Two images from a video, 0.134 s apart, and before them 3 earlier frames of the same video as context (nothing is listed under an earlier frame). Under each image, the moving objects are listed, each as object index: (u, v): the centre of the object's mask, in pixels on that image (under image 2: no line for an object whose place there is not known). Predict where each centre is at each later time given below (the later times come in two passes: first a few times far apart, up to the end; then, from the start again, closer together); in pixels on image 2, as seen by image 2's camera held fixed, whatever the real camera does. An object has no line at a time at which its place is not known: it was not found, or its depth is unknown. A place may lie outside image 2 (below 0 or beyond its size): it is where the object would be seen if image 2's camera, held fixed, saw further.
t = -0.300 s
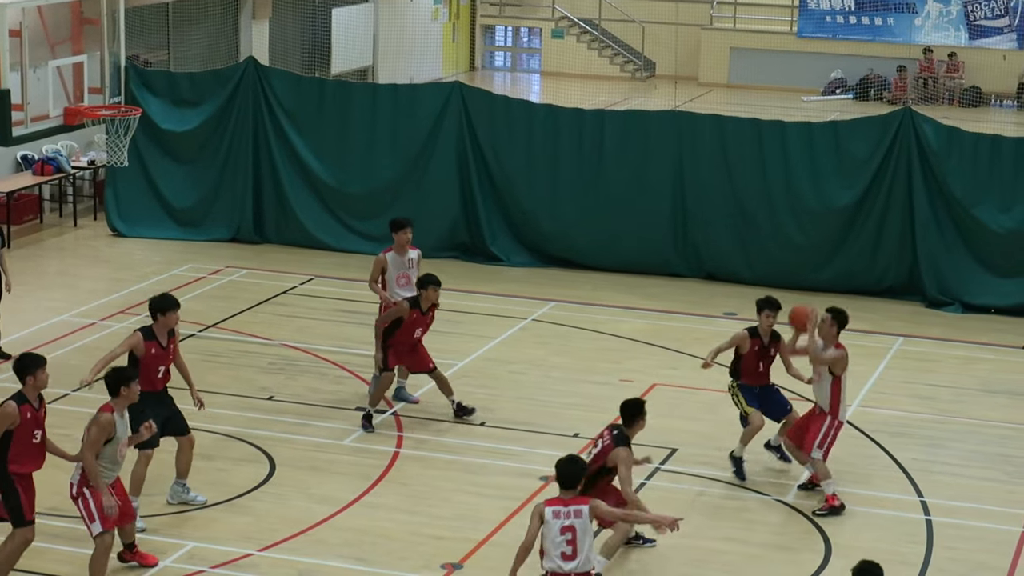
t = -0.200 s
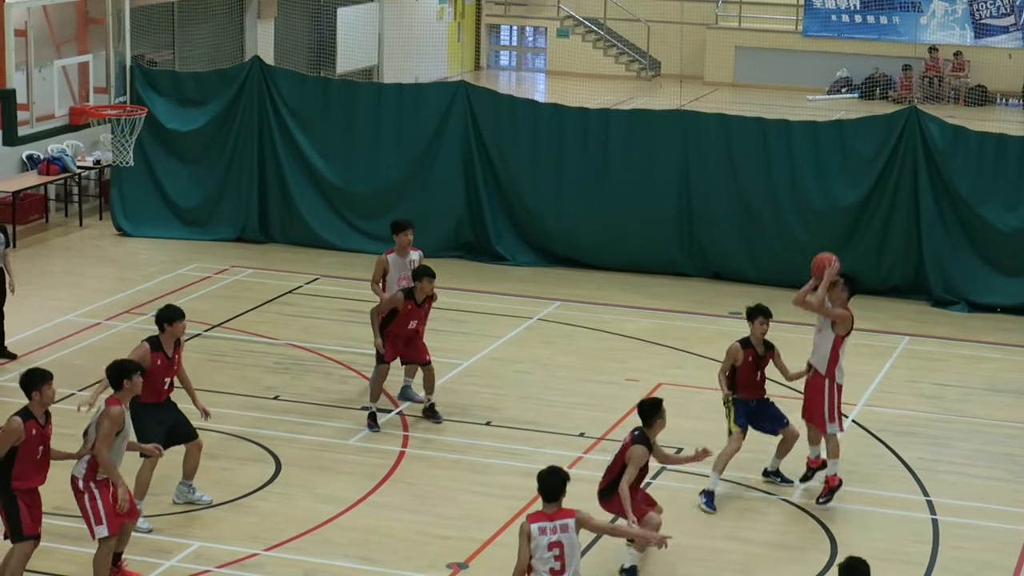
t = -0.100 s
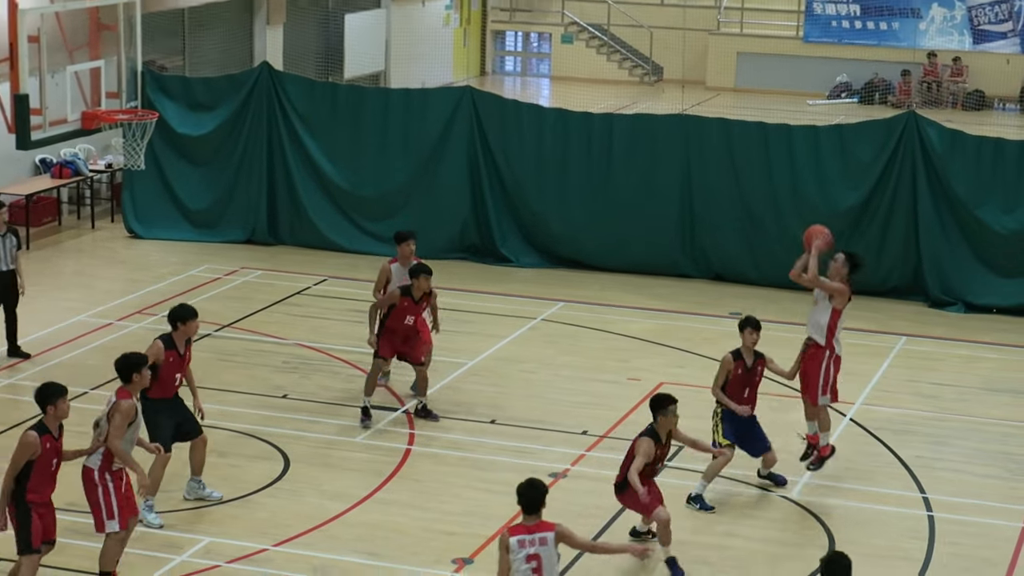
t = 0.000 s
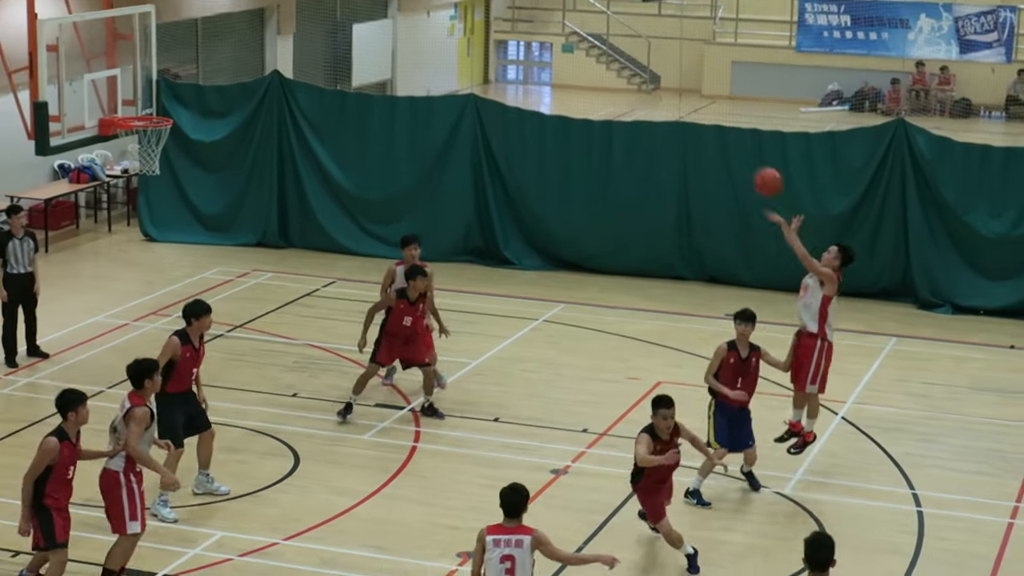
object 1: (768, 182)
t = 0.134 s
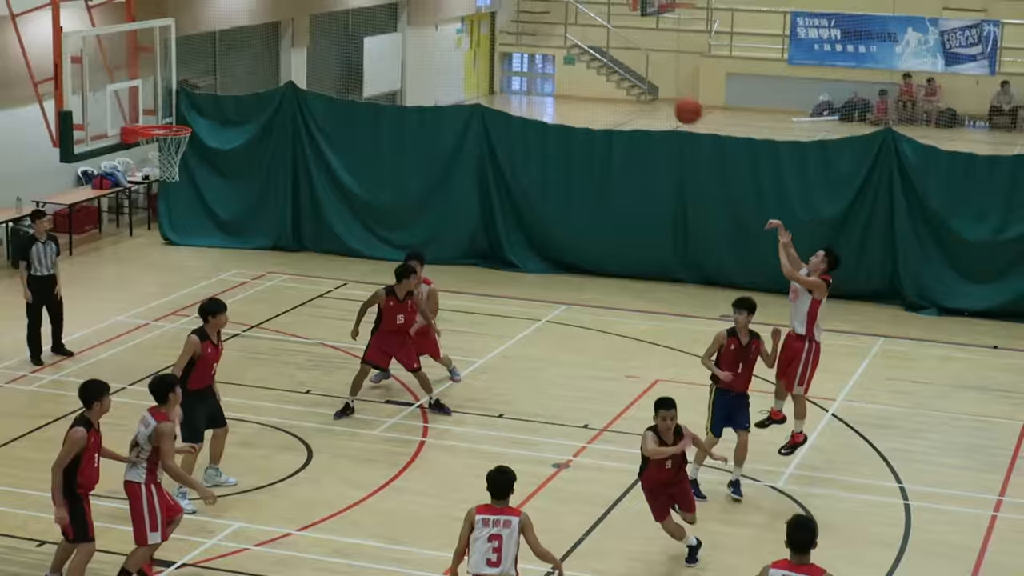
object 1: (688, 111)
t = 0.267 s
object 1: (613, 57)
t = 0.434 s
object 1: (522, 19)
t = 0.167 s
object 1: (669, 99)
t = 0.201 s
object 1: (650, 80)
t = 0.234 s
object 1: (631, 69)
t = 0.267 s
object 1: (613, 57)
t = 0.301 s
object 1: (594, 49)
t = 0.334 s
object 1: (575, 38)
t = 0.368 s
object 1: (556, 32)
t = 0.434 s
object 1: (522, 19)
